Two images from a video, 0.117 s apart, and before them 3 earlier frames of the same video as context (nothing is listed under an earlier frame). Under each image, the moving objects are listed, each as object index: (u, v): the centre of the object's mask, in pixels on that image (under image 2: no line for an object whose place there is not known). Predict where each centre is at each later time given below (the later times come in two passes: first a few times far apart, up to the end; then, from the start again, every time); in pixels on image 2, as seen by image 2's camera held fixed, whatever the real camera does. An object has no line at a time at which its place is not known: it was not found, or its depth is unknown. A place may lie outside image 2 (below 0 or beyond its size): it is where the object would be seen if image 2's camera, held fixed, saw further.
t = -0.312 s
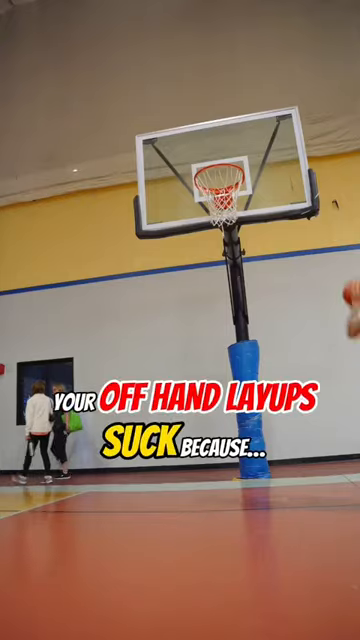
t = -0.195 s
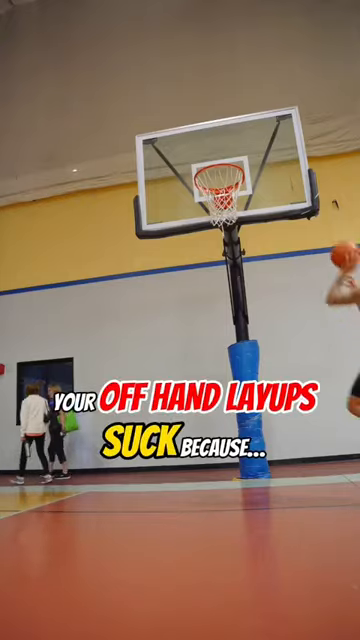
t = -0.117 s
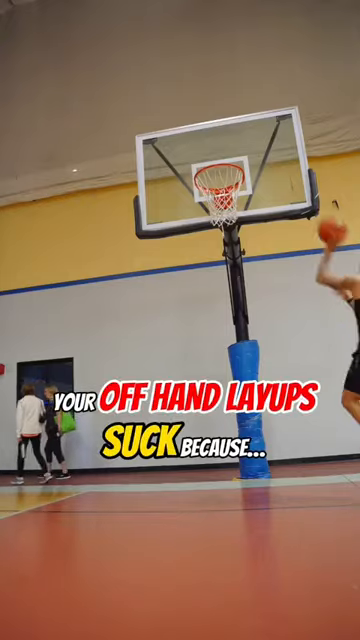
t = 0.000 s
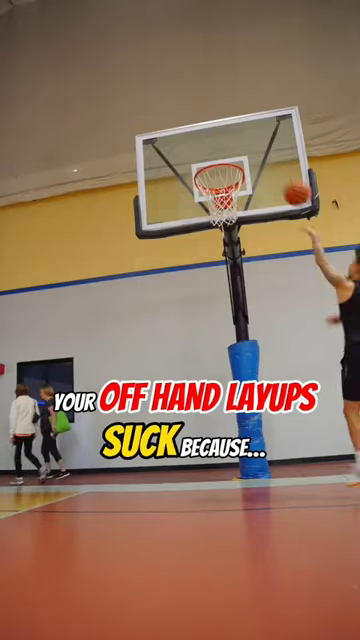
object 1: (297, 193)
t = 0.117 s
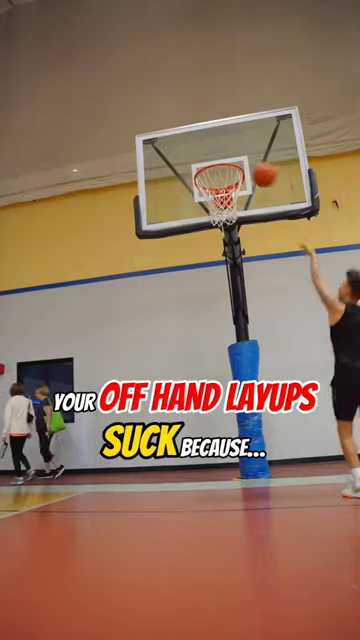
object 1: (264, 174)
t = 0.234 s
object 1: (241, 170)
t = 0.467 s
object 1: (216, 180)
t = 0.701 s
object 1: (246, 238)
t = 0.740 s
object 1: (249, 252)
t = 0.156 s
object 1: (256, 172)
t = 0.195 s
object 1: (249, 171)
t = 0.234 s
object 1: (241, 170)
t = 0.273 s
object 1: (234, 167)
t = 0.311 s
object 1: (229, 167)
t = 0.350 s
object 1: (224, 168)
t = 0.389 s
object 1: (218, 170)
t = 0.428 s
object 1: (213, 174)
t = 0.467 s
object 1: (216, 180)
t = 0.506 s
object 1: (223, 186)
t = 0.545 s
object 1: (229, 201)
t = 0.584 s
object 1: (235, 212)
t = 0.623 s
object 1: (238, 217)
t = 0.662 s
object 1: (241, 227)
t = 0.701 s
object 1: (246, 238)
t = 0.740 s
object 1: (249, 252)
